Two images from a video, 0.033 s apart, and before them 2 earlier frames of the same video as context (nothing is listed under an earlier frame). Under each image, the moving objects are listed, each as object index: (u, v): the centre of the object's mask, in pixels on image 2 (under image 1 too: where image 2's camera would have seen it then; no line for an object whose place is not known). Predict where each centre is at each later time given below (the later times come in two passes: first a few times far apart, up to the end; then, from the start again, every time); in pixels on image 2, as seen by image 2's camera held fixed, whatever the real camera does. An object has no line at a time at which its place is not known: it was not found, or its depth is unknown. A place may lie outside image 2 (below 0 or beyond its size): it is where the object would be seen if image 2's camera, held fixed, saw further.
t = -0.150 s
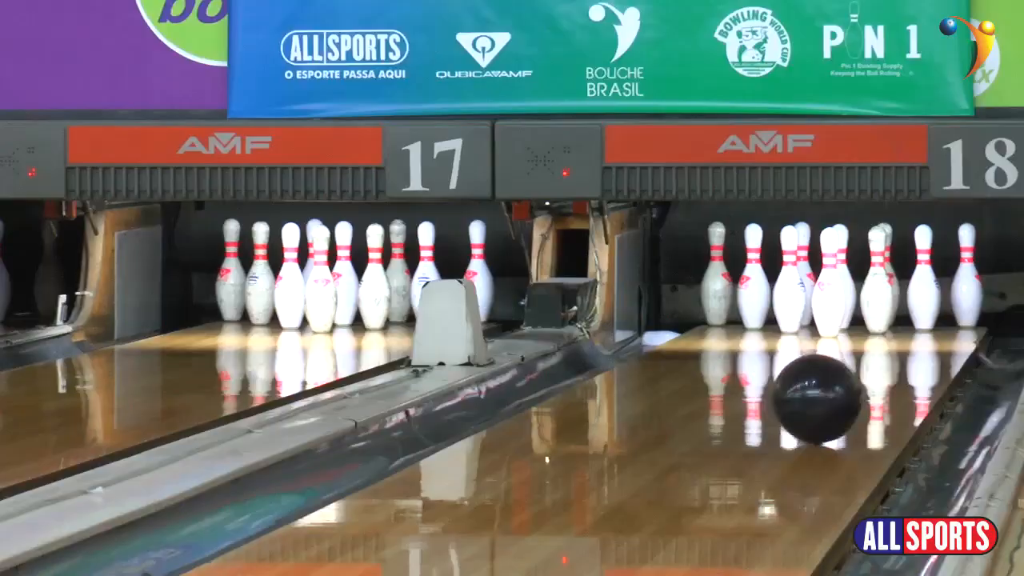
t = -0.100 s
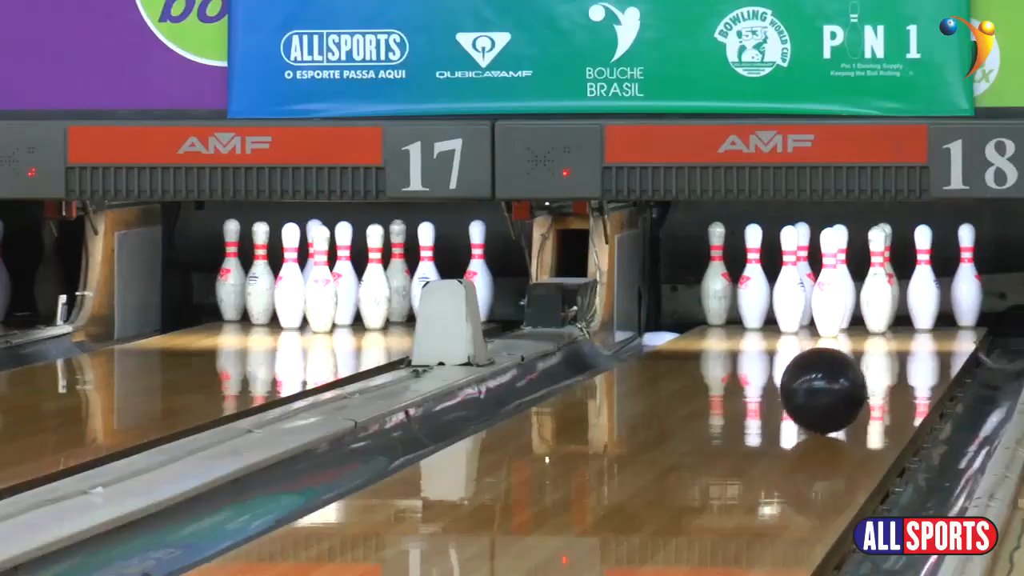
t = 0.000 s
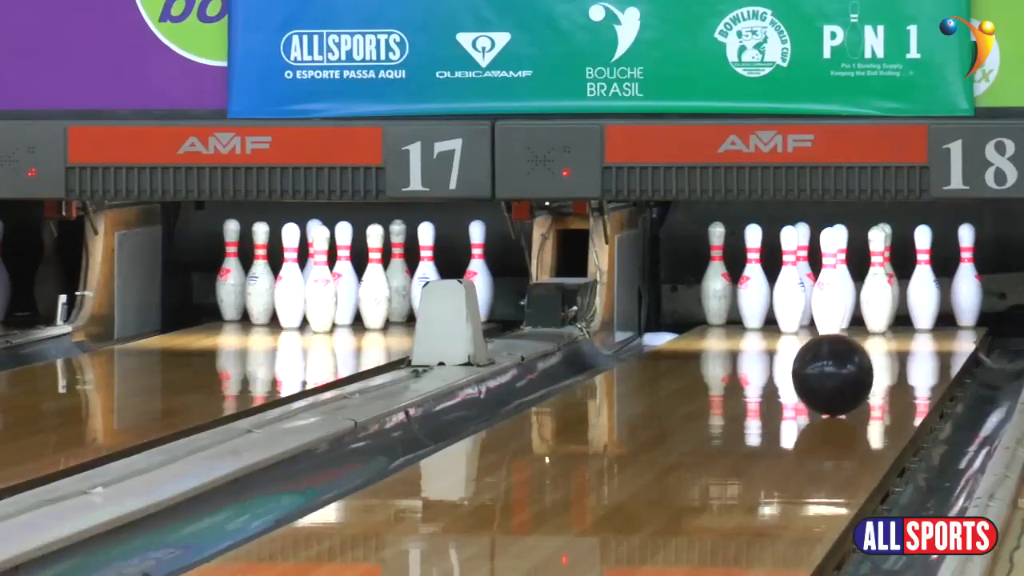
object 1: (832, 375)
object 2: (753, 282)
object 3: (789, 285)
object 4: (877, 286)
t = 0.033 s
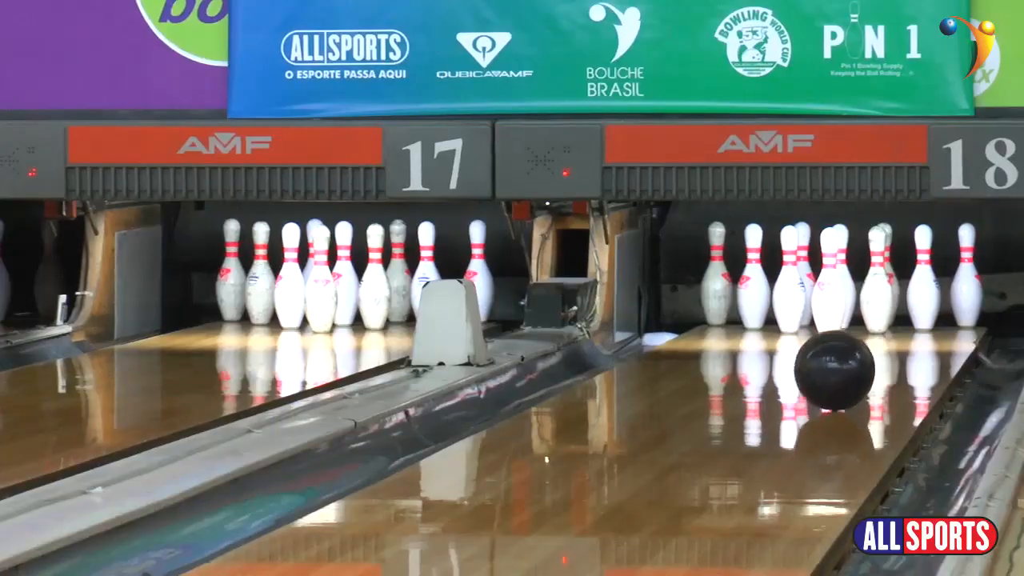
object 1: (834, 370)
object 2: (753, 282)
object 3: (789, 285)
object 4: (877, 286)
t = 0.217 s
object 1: (838, 348)
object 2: (753, 282)
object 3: (789, 285)
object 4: (877, 285)
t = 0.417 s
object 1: (831, 329)
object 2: (753, 282)
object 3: (789, 284)
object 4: (877, 286)
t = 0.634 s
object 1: (820, 312)
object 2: (753, 282)
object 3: (786, 279)
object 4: (876, 286)
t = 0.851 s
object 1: (803, 301)
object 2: (728, 274)
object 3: (762, 273)
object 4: (948, 290)
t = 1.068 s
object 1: (796, 297)
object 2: (697, 290)
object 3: (720, 305)
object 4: (992, 318)
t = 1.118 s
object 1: (796, 302)
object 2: (699, 295)
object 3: (715, 312)
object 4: (996, 323)
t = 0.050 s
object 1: (835, 368)
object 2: (753, 282)
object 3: (789, 285)
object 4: (877, 286)
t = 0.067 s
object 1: (836, 366)
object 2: (753, 282)
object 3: (788, 285)
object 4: (876, 286)
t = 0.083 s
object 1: (837, 364)
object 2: (753, 282)
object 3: (789, 285)
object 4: (877, 286)
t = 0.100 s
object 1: (837, 362)
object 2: (753, 282)
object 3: (789, 285)
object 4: (876, 286)
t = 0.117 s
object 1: (838, 360)
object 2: (753, 282)
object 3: (789, 285)
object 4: (876, 286)
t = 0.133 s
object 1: (838, 357)
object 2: (753, 282)
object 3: (789, 285)
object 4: (876, 286)
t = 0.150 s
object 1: (839, 355)
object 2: (753, 282)
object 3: (789, 285)
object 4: (877, 286)
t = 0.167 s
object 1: (839, 353)
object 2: (753, 282)
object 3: (789, 285)
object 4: (877, 286)
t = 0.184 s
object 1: (839, 352)
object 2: (753, 282)
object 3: (789, 285)
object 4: (877, 285)
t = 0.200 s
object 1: (839, 350)
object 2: (753, 282)
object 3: (789, 285)
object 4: (877, 286)
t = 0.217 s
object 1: (838, 348)
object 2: (753, 282)
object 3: (789, 285)
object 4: (877, 285)
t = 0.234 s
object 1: (839, 346)
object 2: (753, 282)
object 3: (789, 285)
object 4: (877, 285)
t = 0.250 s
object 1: (838, 344)
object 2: (753, 282)
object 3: (789, 285)
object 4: (877, 285)
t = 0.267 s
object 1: (838, 343)
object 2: (753, 282)
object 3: (789, 285)
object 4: (877, 285)
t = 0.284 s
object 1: (838, 341)
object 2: (753, 282)
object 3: (789, 285)
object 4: (877, 285)
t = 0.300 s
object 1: (837, 339)
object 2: (753, 282)
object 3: (789, 285)
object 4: (877, 285)
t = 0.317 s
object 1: (836, 338)
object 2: (753, 282)
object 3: (789, 285)
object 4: (877, 285)
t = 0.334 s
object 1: (836, 336)
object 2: (753, 282)
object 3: (789, 285)
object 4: (877, 285)
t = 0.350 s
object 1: (835, 335)
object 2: (753, 282)
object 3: (789, 285)
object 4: (877, 285)
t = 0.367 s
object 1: (834, 333)
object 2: (753, 282)
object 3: (789, 285)
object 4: (877, 285)
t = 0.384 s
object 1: (834, 332)
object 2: (753, 282)
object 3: (789, 285)
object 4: (877, 286)
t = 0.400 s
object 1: (832, 330)
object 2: (753, 282)
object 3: (789, 285)
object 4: (877, 286)
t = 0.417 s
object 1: (831, 329)
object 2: (753, 282)
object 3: (789, 284)
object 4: (877, 286)
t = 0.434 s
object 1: (831, 328)
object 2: (753, 282)
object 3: (789, 284)
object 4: (877, 286)
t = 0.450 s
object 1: (829, 326)
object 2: (753, 282)
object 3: (788, 284)
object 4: (876, 286)
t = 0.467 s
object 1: (829, 325)
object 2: (753, 282)
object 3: (788, 283)
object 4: (876, 286)
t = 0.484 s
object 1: (828, 323)
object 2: (753, 282)
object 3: (788, 283)
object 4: (877, 286)
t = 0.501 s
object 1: (826, 322)
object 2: (753, 282)
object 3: (788, 282)
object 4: (876, 286)
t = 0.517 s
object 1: (825, 321)
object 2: (753, 282)
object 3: (788, 282)
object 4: (876, 286)
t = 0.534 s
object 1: (825, 319)
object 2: (753, 282)
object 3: (788, 281)
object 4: (877, 286)
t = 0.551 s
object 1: (824, 318)
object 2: (753, 282)
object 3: (787, 281)
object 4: (876, 286)
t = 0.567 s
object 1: (823, 317)
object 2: (753, 282)
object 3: (787, 281)
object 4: (876, 286)
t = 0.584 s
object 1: (822, 316)
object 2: (753, 282)
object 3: (787, 280)
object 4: (877, 286)
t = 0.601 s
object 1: (821, 315)
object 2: (753, 282)
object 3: (787, 280)
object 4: (876, 286)
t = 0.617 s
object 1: (820, 313)
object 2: (753, 282)
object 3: (787, 279)
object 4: (876, 286)
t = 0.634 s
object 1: (820, 312)
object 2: (753, 282)
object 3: (786, 279)
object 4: (876, 286)
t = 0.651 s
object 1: (819, 310)
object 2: (753, 282)
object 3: (786, 279)
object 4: (876, 286)
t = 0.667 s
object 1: (818, 309)
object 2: (753, 282)
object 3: (786, 278)
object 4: (877, 286)
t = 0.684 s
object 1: (817, 308)
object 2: (753, 282)
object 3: (786, 278)
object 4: (877, 286)
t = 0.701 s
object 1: (814, 307)
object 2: (753, 282)
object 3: (786, 276)
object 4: (877, 286)
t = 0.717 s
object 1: (812, 306)
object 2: (753, 282)
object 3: (786, 274)
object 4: (879, 287)
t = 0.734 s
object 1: (809, 306)
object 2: (753, 282)
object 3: (786, 270)
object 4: (887, 286)
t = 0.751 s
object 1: (807, 305)
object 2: (753, 281)
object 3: (783, 273)
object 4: (897, 286)
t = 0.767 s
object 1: (808, 304)
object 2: (751, 278)
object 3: (778, 276)
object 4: (906, 286)
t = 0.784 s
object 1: (808, 304)
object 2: (748, 278)
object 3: (772, 279)
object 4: (913, 285)
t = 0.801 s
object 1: (807, 303)
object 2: (742, 280)
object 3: (768, 278)
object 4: (923, 290)
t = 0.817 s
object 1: (806, 302)
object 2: (737, 278)
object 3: (766, 276)
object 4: (933, 287)
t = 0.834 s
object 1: (804, 302)
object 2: (732, 276)
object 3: (765, 273)
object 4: (940, 288)
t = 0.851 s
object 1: (803, 301)
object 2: (728, 274)
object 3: (762, 273)
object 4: (948, 290)
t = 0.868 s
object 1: (803, 301)
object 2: (724, 278)
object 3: (758, 272)
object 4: (958, 293)
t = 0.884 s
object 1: (803, 300)
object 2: (722, 279)
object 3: (753, 271)
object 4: (968, 295)
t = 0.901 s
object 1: (802, 300)
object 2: (718, 279)
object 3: (749, 270)
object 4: (976, 297)
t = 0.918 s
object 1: (802, 299)
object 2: (713, 279)
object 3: (748, 272)
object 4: (984, 300)
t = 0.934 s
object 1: (801, 299)
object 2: (706, 279)
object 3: (746, 274)
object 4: (990, 303)
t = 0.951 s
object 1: (801, 298)
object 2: (697, 283)
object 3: (744, 275)
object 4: (992, 305)
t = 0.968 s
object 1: (800, 299)
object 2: (688, 287)
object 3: (742, 278)
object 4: (994, 310)
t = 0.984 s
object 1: (800, 298)
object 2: (681, 288)
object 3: (741, 282)
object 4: (994, 316)
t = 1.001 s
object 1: (800, 297)
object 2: (673, 290)
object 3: (737, 285)
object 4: (990, 319)
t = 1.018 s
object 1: (799, 297)
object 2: (670, 295)
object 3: (735, 292)
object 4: (990, 321)
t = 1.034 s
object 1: (797, 298)
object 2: (681, 294)
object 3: (730, 296)
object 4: (990, 319)
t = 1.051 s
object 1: (796, 297)
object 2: (685, 298)
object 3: (726, 301)
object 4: (991, 318)
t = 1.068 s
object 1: (796, 297)
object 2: (697, 290)
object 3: (720, 305)
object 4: (992, 318)
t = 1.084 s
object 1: (797, 299)
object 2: (694, 300)
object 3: (716, 309)
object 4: (993, 320)
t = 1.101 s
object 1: (796, 300)
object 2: (699, 295)
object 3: (714, 312)
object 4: (995, 322)
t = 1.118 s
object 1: (796, 302)
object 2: (699, 295)
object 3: (715, 312)
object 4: (996, 323)
